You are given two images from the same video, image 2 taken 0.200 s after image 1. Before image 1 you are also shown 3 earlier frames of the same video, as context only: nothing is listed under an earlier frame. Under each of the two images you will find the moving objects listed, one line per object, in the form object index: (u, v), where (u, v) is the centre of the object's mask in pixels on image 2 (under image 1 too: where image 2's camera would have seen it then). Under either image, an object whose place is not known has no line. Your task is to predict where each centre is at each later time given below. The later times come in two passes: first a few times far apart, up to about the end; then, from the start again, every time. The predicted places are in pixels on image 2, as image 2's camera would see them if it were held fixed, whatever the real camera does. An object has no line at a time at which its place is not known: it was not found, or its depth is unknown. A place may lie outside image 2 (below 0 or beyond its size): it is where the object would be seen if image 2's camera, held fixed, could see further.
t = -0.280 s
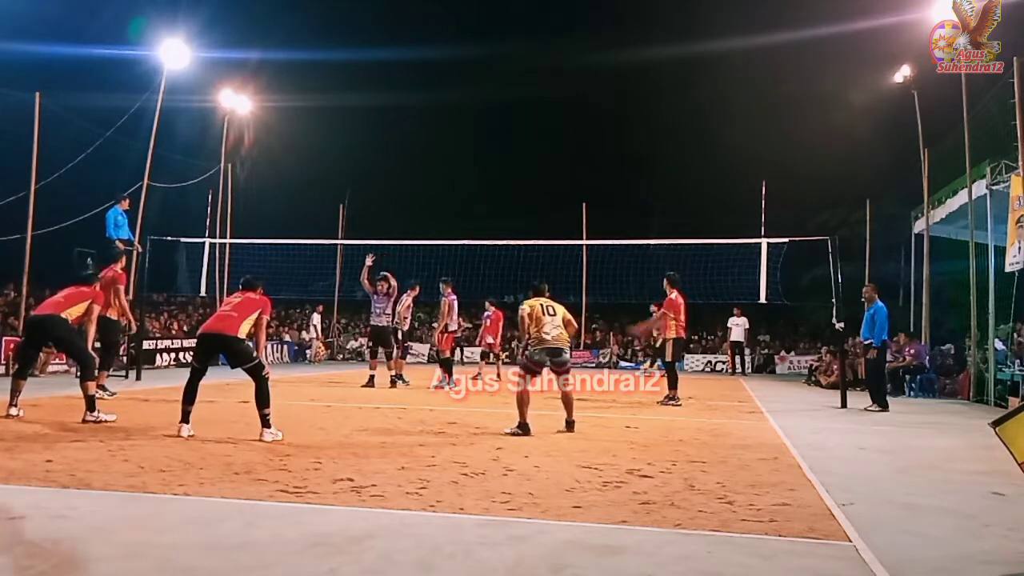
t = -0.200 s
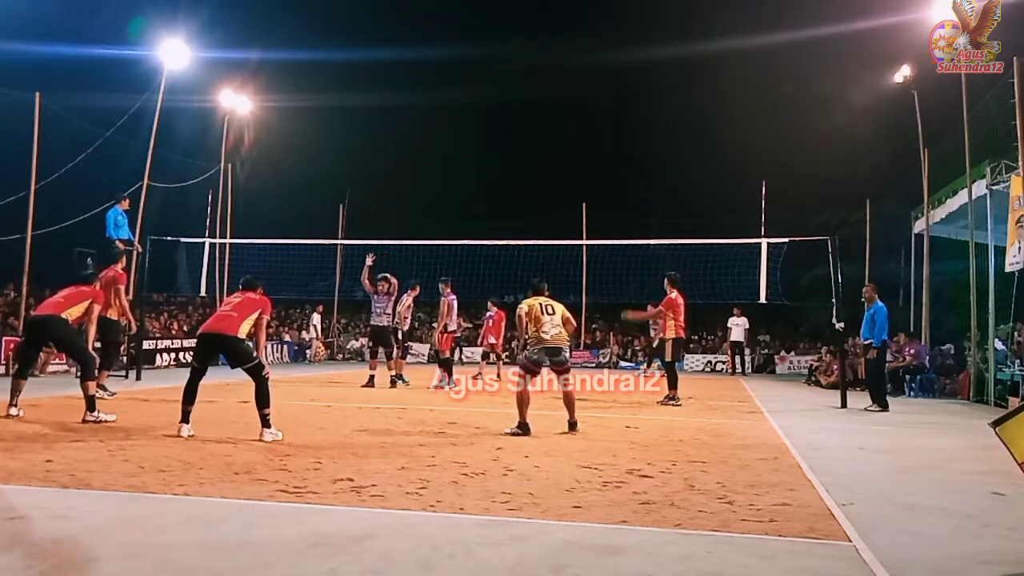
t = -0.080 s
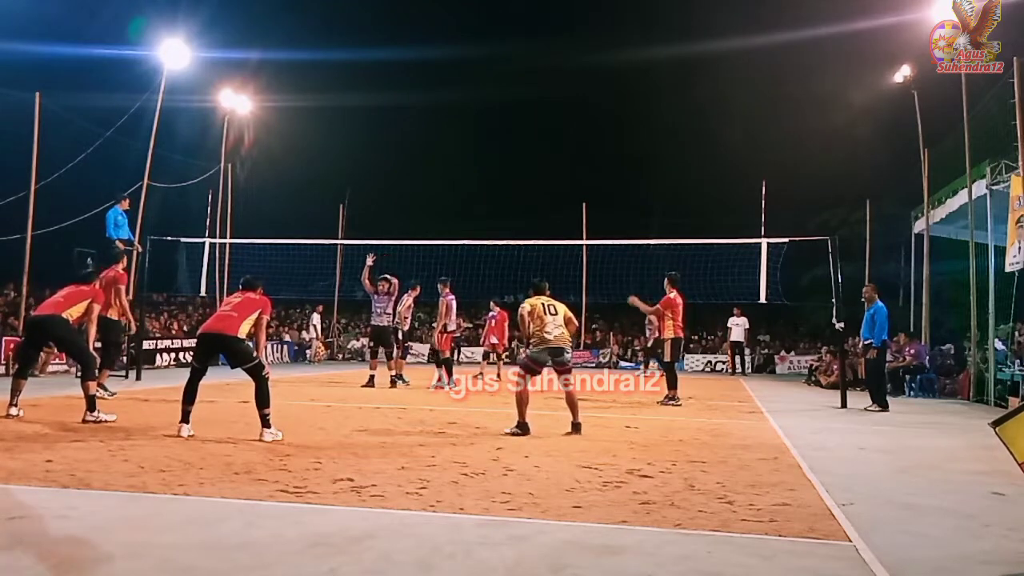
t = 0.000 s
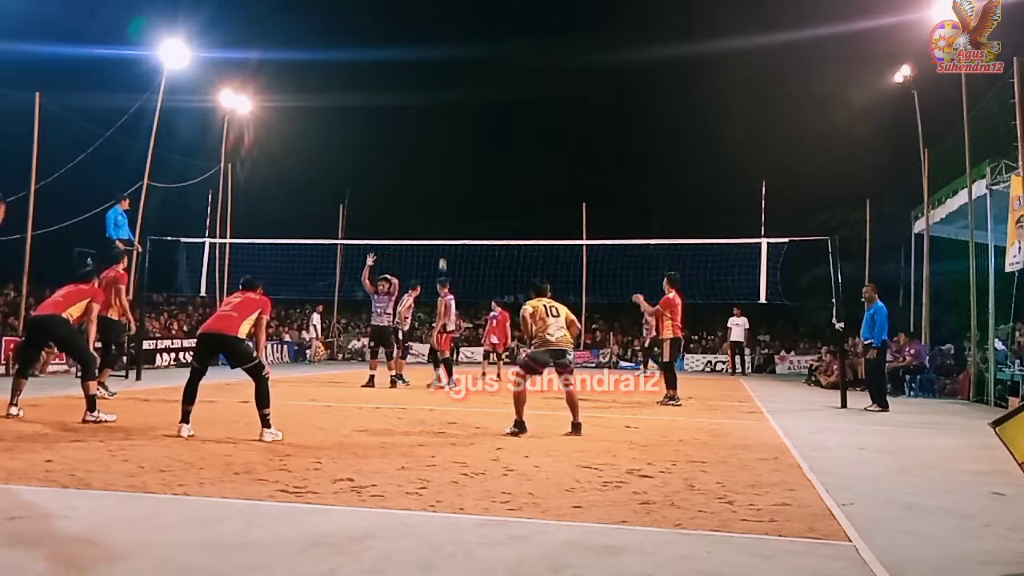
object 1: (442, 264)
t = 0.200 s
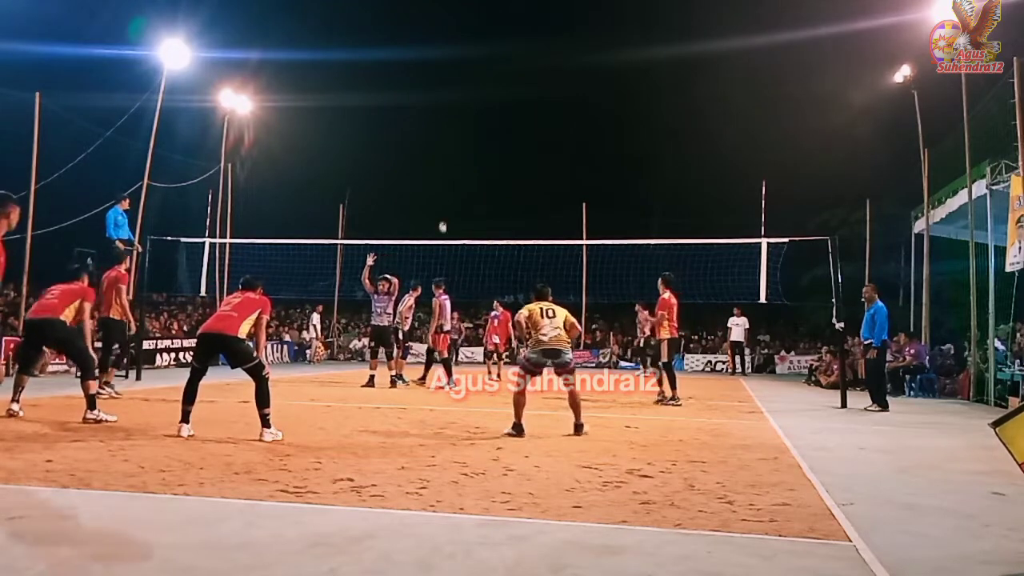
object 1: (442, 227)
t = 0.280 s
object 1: (442, 216)
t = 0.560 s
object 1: (440, 193)
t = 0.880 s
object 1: (438, 200)
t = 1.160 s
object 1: (435, 235)
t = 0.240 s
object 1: (442, 221)
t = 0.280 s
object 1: (442, 216)
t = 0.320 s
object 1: (442, 211)
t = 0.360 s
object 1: (442, 206)
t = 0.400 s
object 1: (442, 203)
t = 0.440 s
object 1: (441, 199)
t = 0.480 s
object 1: (441, 197)
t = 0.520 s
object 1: (441, 195)
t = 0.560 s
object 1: (440, 193)
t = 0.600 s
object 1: (440, 192)
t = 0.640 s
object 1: (440, 192)
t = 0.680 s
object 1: (440, 192)
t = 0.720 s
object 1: (440, 192)
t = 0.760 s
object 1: (439, 194)
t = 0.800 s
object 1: (439, 195)
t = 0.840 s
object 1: (438, 198)
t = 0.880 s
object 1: (438, 200)
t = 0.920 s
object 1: (438, 203)
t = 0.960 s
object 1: (437, 208)
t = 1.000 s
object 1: (437, 212)
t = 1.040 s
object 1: (436, 217)
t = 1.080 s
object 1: (436, 223)
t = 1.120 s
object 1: (436, 229)
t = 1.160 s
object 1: (435, 235)
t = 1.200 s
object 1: (435, 243)
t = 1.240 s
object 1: (434, 252)
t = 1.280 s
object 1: (434, 260)
